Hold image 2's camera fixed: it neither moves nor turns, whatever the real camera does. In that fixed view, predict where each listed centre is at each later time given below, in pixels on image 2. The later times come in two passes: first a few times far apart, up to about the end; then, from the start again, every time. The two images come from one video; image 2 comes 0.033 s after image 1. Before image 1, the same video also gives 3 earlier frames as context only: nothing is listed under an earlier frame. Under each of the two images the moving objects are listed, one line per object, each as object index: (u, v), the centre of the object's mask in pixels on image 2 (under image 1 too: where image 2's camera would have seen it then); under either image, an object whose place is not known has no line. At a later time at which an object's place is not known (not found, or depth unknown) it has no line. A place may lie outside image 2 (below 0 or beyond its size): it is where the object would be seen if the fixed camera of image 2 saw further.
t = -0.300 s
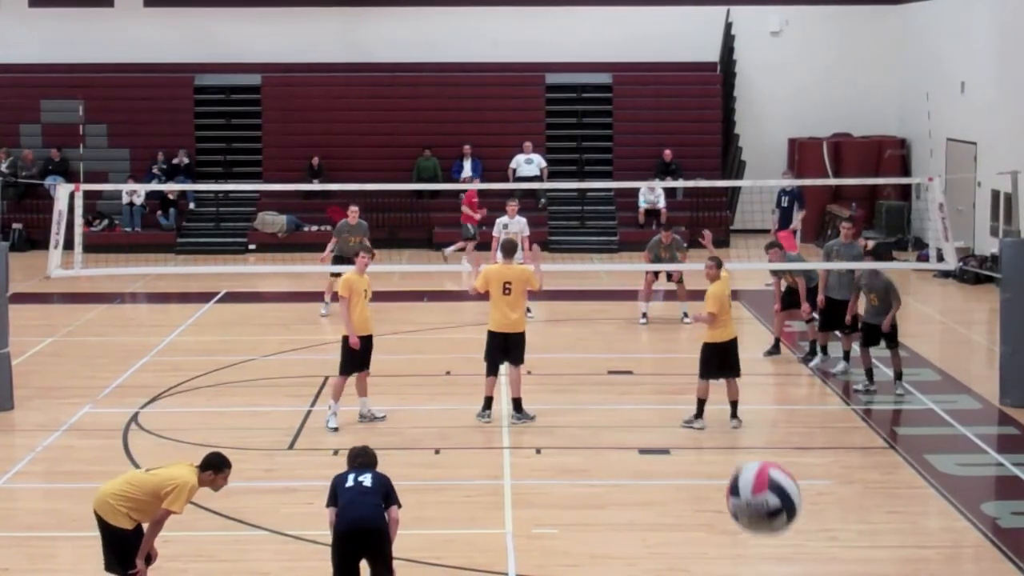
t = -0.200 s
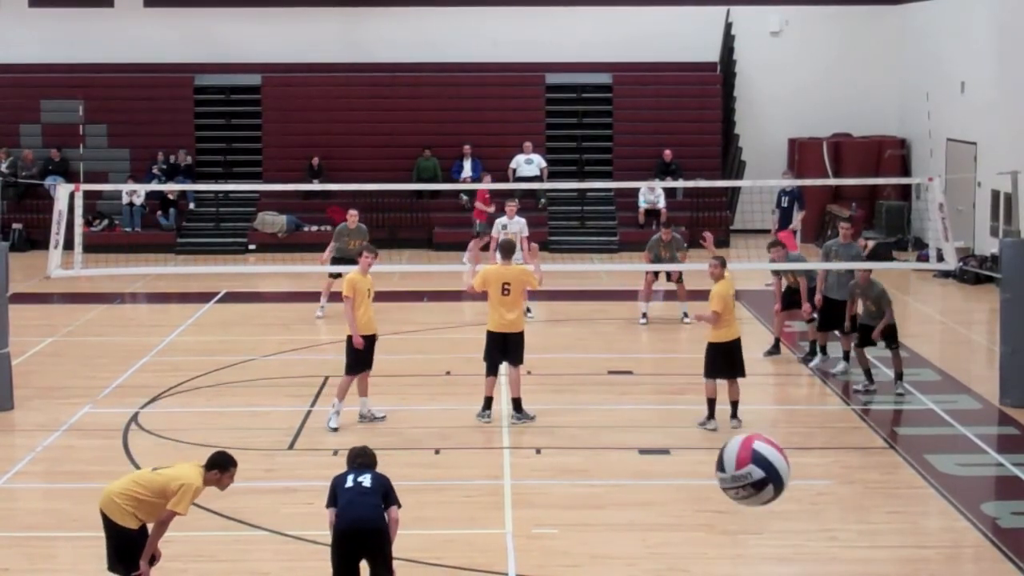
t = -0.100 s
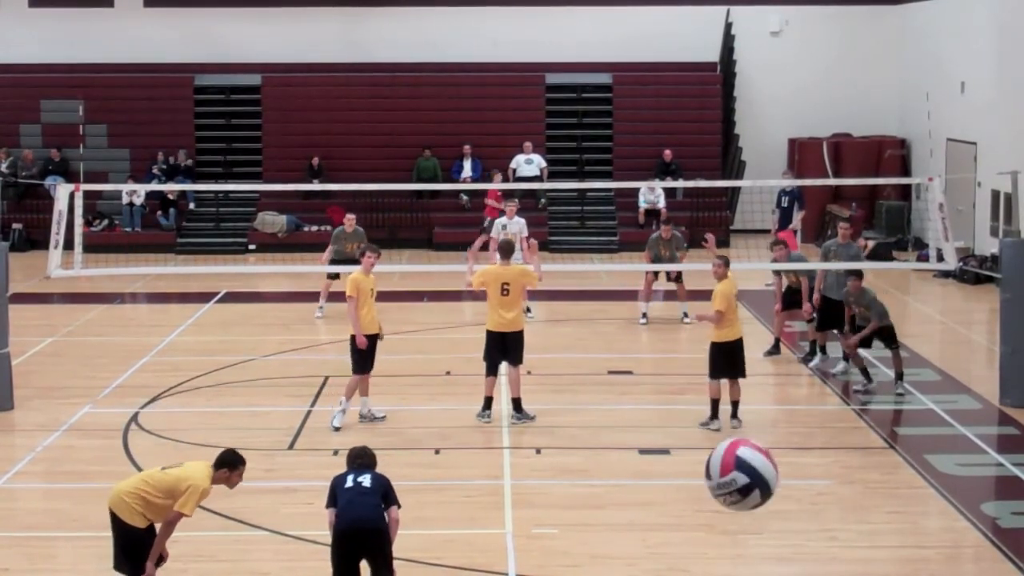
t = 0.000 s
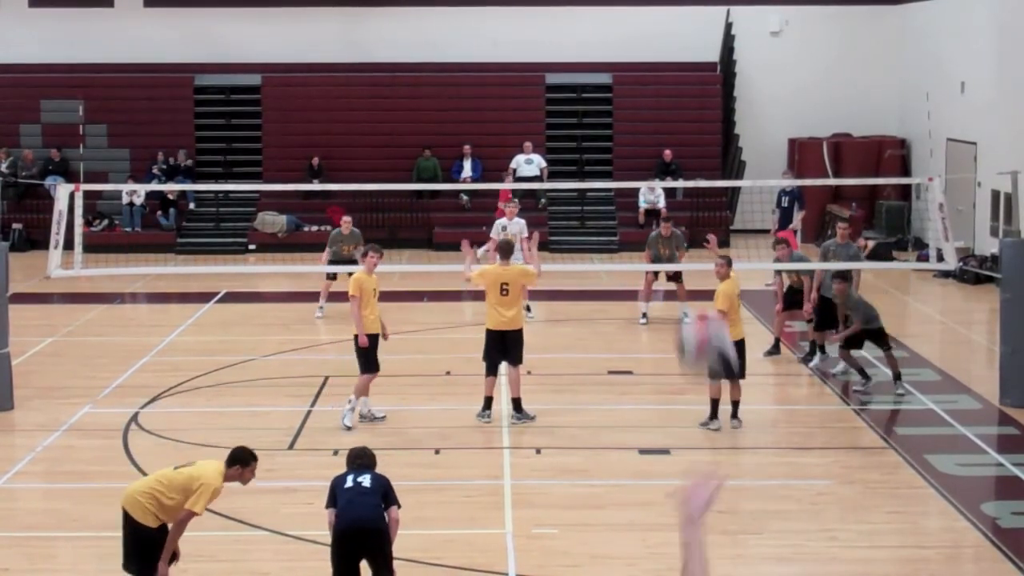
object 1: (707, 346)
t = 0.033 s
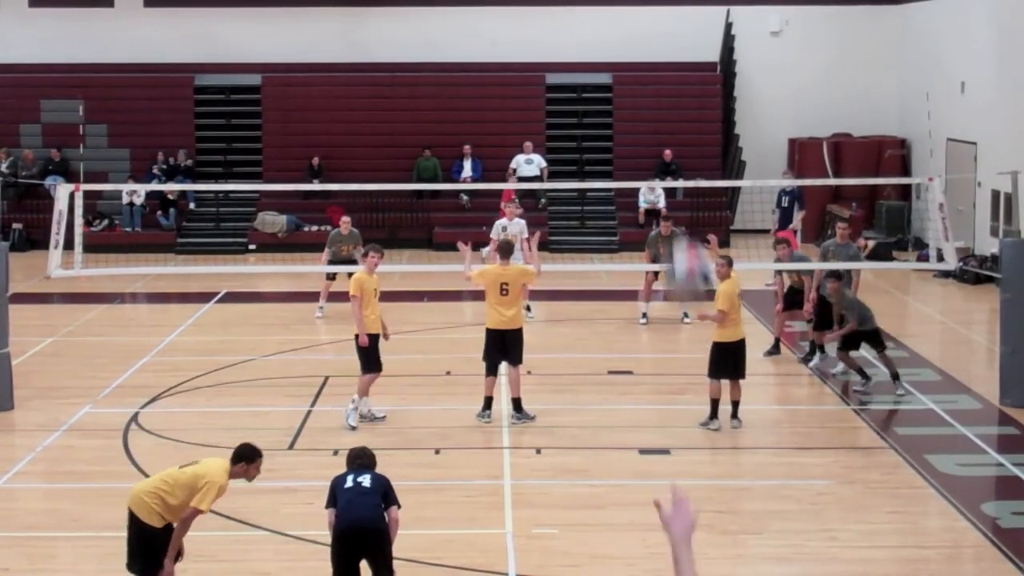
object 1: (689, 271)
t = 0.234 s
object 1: (626, 60)
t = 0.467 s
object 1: (578, 11)
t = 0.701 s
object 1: (543, 29)
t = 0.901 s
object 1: (525, 71)
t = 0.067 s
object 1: (677, 218)
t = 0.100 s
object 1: (662, 169)
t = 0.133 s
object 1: (651, 133)
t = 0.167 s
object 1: (642, 102)
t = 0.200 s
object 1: (634, 80)
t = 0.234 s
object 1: (626, 60)
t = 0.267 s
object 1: (618, 44)
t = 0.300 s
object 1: (611, 31)
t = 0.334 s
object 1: (604, 23)
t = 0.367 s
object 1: (597, 16)
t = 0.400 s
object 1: (591, 12)
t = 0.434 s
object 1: (585, 11)
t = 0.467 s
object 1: (578, 11)
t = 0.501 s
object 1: (572, 11)
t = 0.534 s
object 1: (566, 12)
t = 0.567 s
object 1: (561, 14)
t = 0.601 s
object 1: (555, 18)
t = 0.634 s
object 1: (551, 21)
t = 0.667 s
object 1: (547, 25)
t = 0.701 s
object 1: (543, 29)
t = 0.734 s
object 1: (540, 35)
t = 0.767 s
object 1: (537, 41)
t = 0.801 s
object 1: (534, 48)
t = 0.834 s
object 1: (530, 55)
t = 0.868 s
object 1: (528, 63)
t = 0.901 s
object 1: (525, 71)
